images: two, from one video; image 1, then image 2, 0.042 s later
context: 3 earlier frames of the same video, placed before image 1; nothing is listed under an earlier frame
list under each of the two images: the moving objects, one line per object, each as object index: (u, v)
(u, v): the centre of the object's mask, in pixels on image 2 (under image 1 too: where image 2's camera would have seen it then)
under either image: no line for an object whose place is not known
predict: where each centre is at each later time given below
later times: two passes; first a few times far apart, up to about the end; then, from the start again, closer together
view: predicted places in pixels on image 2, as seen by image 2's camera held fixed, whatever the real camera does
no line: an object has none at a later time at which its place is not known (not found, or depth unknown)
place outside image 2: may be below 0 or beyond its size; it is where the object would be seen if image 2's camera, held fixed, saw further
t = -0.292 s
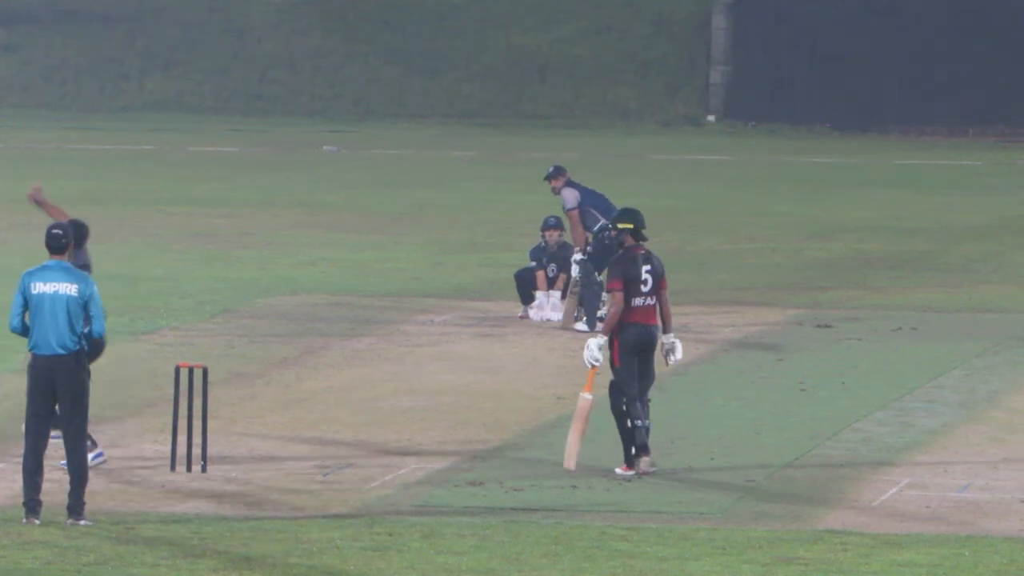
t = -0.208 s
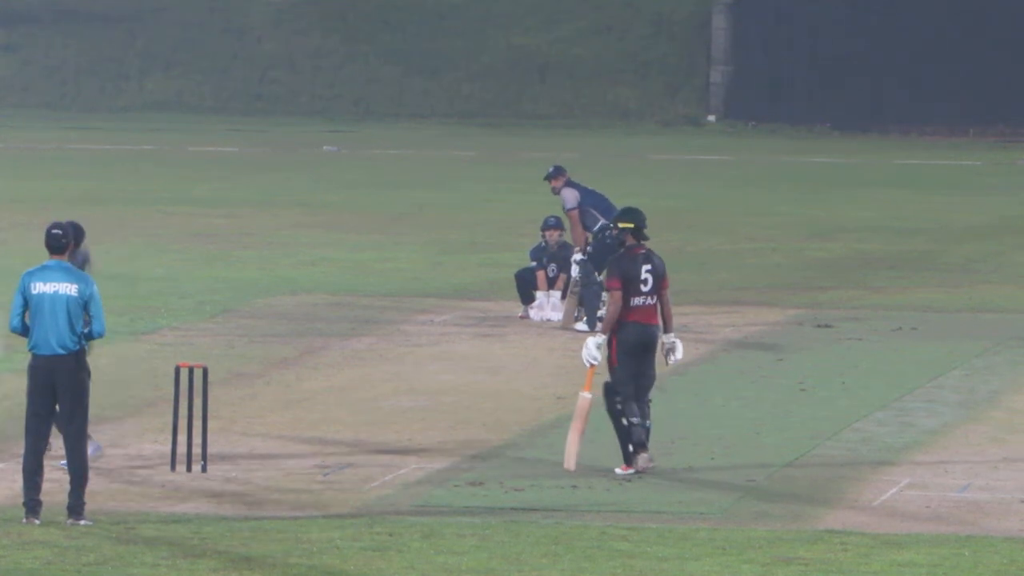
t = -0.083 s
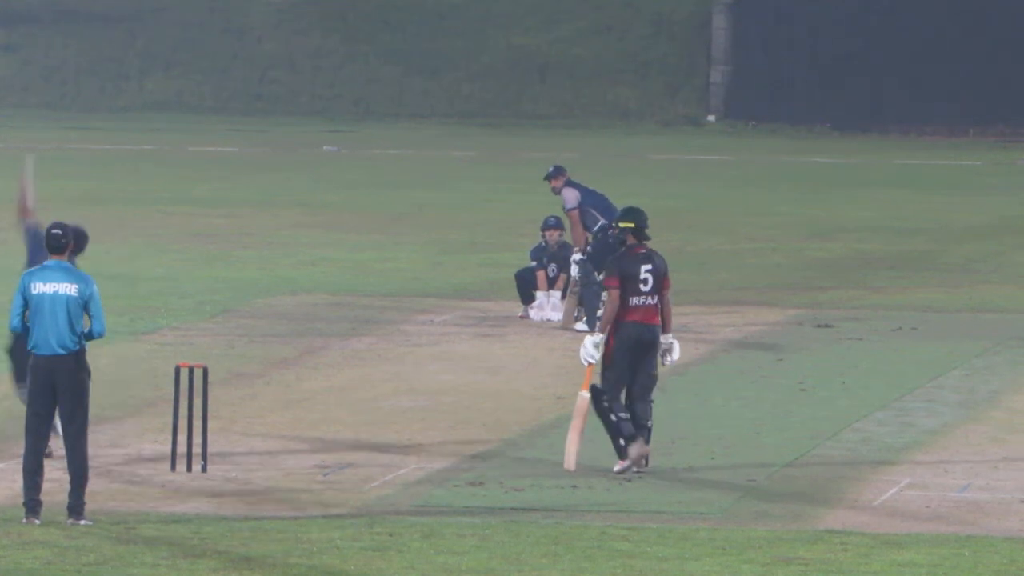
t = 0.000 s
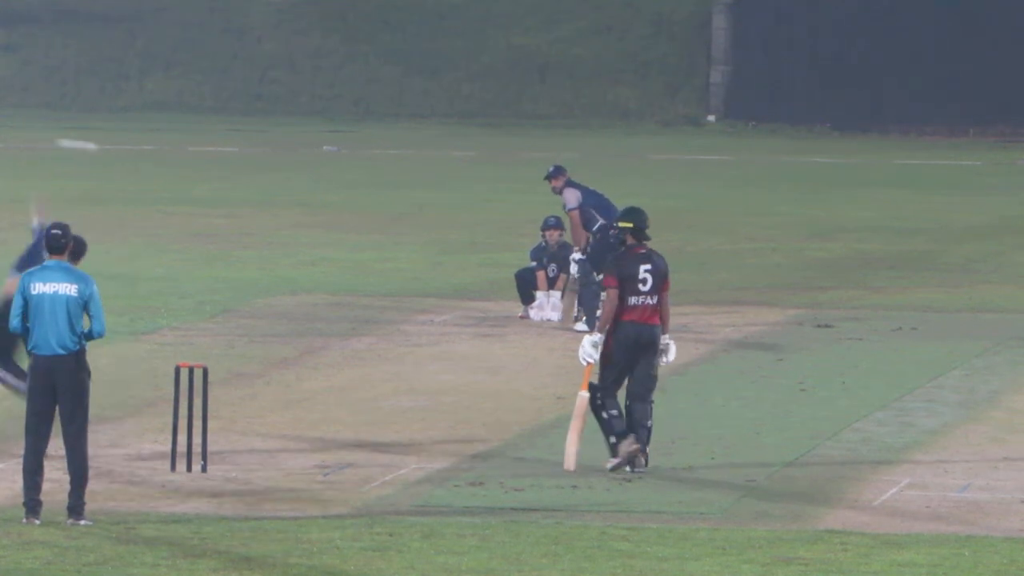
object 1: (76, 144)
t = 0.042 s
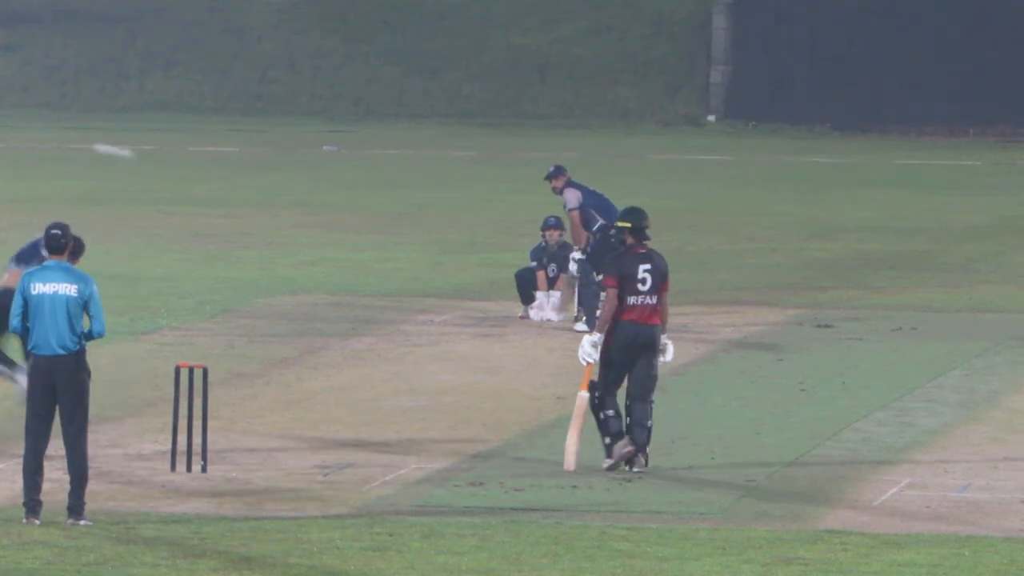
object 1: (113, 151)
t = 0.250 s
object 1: (277, 210)
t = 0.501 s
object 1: (443, 334)
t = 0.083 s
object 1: (148, 159)
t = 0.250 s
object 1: (277, 210)
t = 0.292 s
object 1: (307, 227)
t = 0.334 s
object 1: (335, 245)
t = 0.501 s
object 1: (443, 334)
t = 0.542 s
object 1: (464, 338)
